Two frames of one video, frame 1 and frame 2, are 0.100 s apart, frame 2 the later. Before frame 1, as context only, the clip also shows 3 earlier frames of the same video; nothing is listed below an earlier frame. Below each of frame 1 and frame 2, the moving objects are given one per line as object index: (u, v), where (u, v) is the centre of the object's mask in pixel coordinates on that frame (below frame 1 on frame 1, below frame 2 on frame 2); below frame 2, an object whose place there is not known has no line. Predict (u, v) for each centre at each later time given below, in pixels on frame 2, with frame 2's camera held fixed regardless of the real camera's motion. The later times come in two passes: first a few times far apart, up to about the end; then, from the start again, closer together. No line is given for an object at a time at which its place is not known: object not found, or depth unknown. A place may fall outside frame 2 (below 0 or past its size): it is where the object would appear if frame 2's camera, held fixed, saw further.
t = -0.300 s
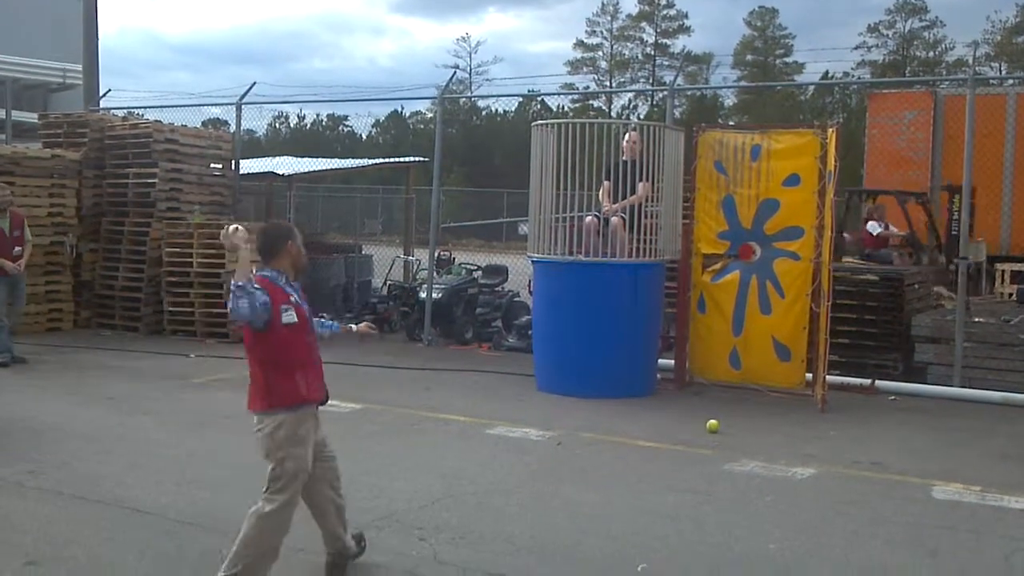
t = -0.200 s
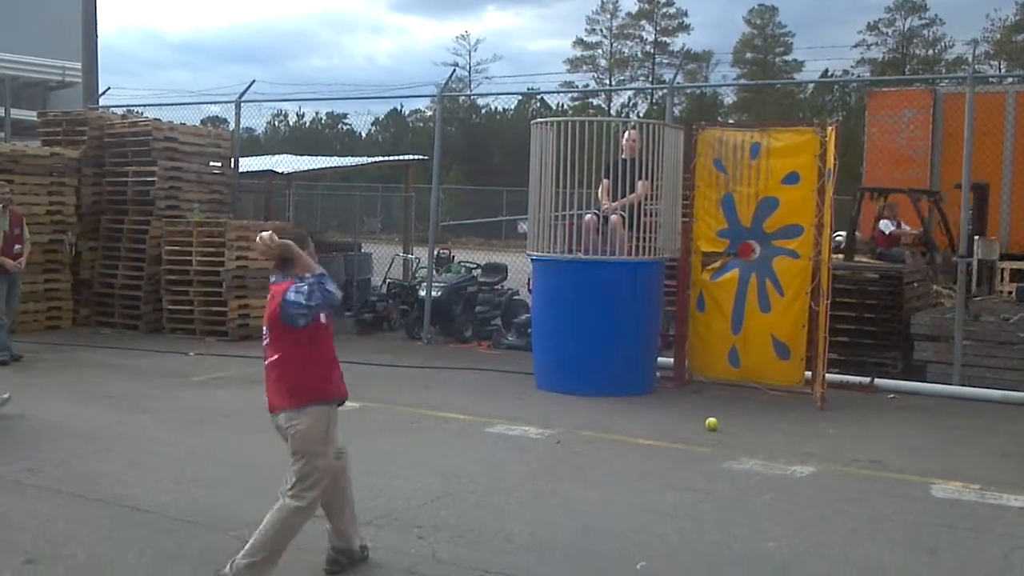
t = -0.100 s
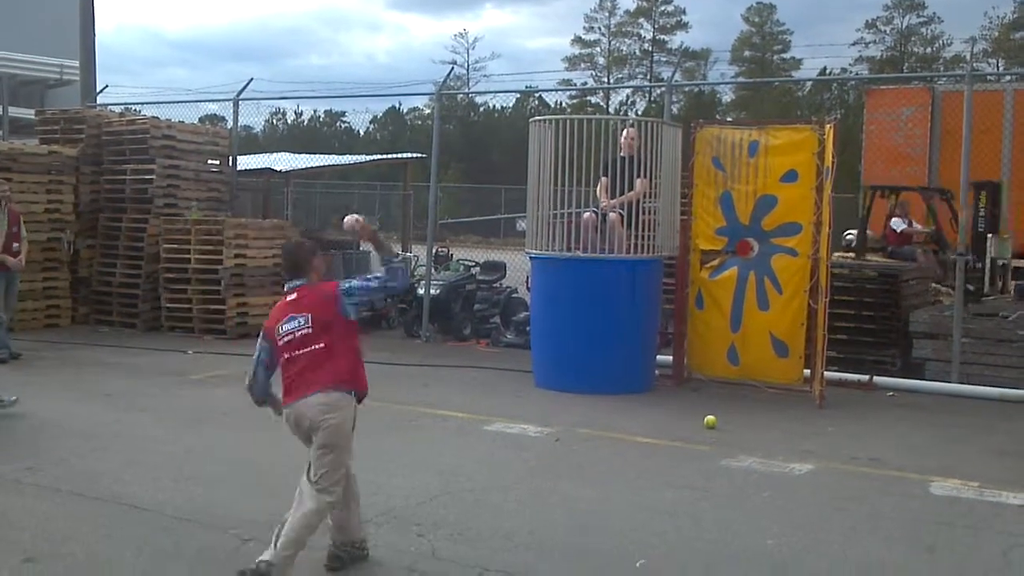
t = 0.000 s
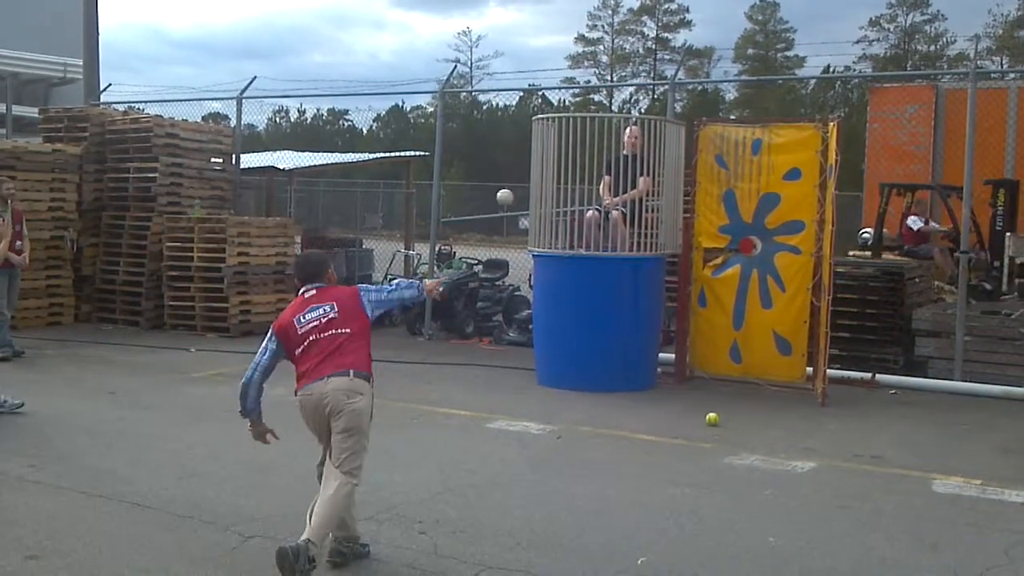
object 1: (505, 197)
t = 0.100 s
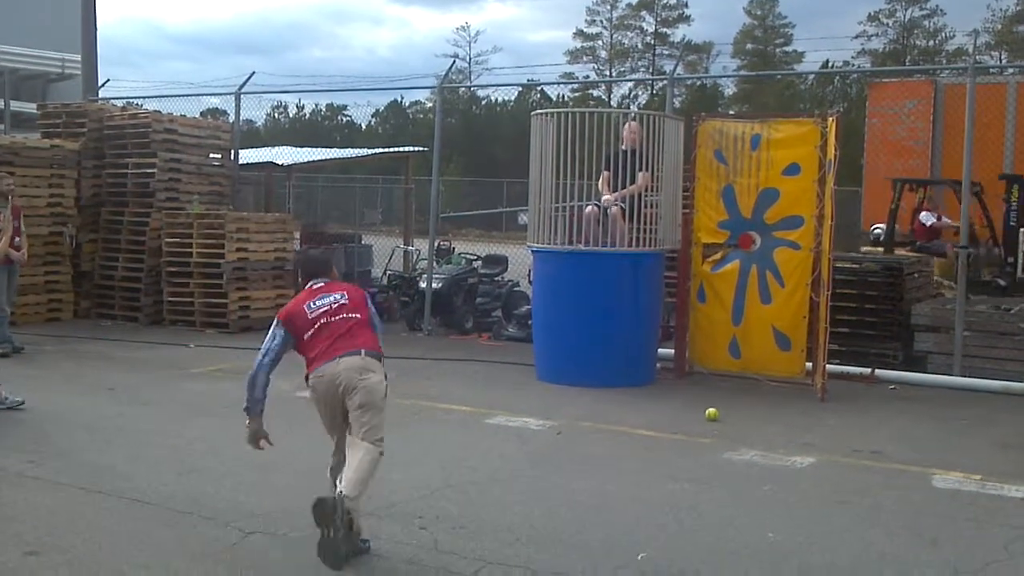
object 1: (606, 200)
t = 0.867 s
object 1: (693, 323)
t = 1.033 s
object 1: (709, 332)
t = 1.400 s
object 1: (746, 368)
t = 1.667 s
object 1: (774, 392)
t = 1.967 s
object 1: (809, 397)
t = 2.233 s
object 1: (845, 408)
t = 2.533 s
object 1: (886, 414)
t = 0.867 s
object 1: (693, 323)
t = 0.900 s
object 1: (695, 323)
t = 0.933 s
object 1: (699, 322)
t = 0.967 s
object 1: (702, 325)
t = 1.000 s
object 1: (704, 326)
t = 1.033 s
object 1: (709, 332)
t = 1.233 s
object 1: (727, 384)
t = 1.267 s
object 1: (731, 383)
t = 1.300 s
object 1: (736, 377)
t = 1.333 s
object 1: (738, 372)
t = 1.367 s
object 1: (742, 370)
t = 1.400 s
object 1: (746, 368)
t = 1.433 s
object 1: (748, 367)
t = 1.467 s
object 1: (751, 367)
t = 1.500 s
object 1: (753, 368)
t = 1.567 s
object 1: (762, 378)
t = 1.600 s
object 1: (765, 382)
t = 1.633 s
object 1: (771, 389)
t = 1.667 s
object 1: (774, 392)
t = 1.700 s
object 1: (778, 391)
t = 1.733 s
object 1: (781, 390)
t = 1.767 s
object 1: (786, 390)
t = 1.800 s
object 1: (788, 390)
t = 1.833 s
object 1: (791, 392)
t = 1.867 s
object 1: (795, 395)
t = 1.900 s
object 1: (799, 395)
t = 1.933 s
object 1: (803, 395)
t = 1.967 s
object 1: (809, 397)
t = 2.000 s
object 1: (815, 402)
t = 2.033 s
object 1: (820, 402)
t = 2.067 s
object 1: (824, 403)
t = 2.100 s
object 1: (828, 404)
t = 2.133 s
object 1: (833, 406)
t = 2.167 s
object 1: (837, 406)
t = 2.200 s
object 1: (841, 407)
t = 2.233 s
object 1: (845, 408)
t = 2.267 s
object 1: (850, 409)
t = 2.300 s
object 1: (855, 409)
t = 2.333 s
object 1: (860, 410)
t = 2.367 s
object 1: (864, 410)
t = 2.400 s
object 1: (868, 411)
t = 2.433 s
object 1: (873, 412)
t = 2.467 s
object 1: (879, 414)
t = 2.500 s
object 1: (882, 414)
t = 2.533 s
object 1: (886, 414)
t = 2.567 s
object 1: (890, 415)
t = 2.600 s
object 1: (894, 416)
